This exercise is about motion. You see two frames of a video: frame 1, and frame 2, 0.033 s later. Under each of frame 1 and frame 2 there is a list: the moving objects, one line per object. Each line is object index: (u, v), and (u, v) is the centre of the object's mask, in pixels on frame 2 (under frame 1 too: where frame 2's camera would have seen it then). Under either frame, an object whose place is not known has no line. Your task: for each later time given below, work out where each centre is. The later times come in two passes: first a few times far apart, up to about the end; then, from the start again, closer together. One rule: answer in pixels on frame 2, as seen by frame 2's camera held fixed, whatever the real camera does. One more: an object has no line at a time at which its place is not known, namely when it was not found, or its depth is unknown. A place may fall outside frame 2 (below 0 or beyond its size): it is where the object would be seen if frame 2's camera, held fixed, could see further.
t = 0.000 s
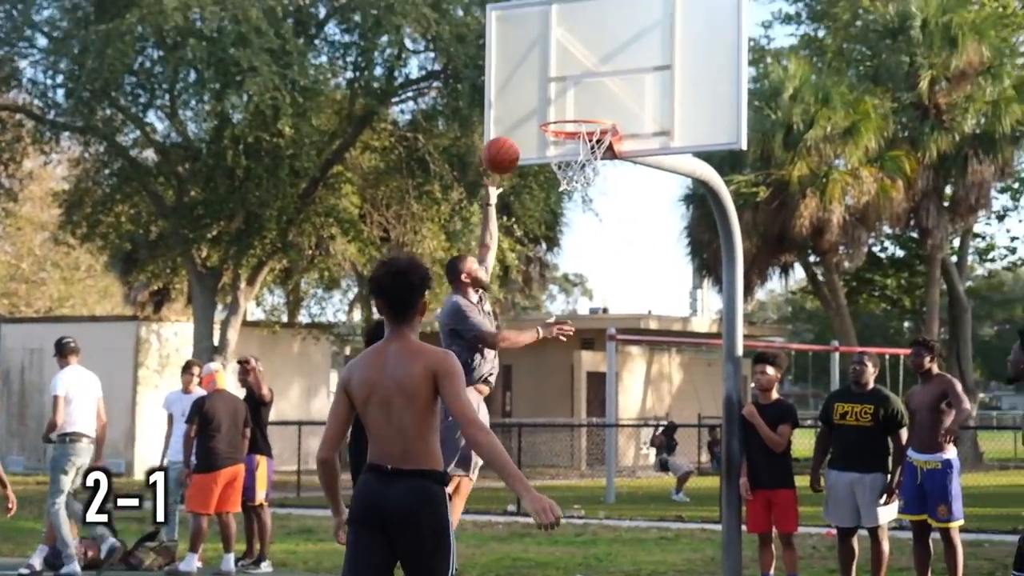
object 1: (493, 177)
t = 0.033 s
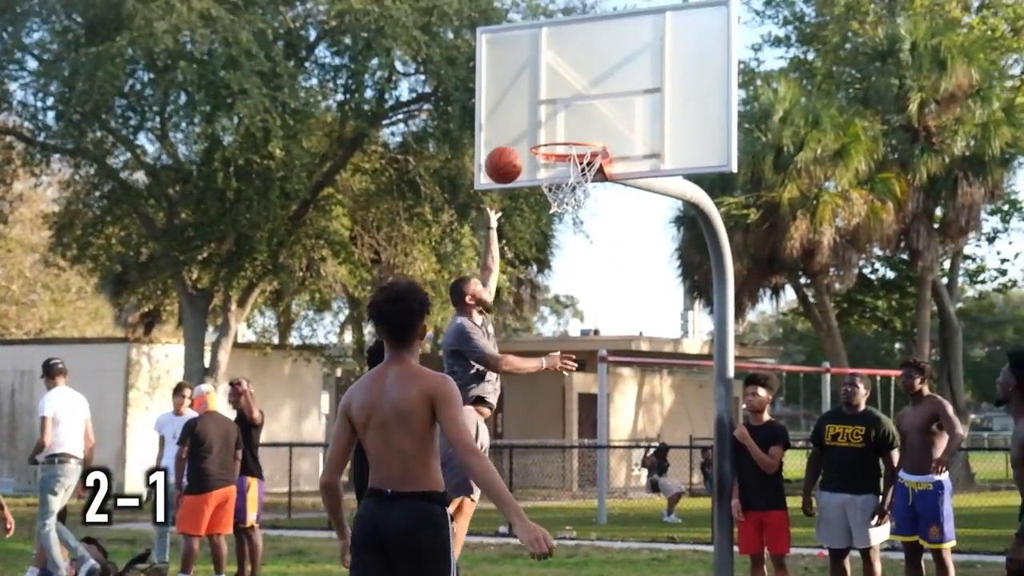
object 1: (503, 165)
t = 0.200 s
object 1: (556, 131)
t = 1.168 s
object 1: (520, 508)
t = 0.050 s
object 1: (509, 160)
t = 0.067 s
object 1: (514, 156)
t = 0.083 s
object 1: (518, 152)
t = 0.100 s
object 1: (523, 146)
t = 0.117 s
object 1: (529, 141)
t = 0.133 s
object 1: (537, 139)
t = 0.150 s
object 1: (543, 137)
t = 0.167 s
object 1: (548, 135)
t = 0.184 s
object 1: (554, 133)
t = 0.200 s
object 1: (556, 131)
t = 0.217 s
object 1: (557, 129)
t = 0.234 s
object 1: (558, 128)
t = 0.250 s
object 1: (560, 128)
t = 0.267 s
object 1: (560, 127)
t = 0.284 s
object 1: (561, 127)
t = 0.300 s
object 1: (562, 127)
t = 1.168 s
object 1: (520, 508)
